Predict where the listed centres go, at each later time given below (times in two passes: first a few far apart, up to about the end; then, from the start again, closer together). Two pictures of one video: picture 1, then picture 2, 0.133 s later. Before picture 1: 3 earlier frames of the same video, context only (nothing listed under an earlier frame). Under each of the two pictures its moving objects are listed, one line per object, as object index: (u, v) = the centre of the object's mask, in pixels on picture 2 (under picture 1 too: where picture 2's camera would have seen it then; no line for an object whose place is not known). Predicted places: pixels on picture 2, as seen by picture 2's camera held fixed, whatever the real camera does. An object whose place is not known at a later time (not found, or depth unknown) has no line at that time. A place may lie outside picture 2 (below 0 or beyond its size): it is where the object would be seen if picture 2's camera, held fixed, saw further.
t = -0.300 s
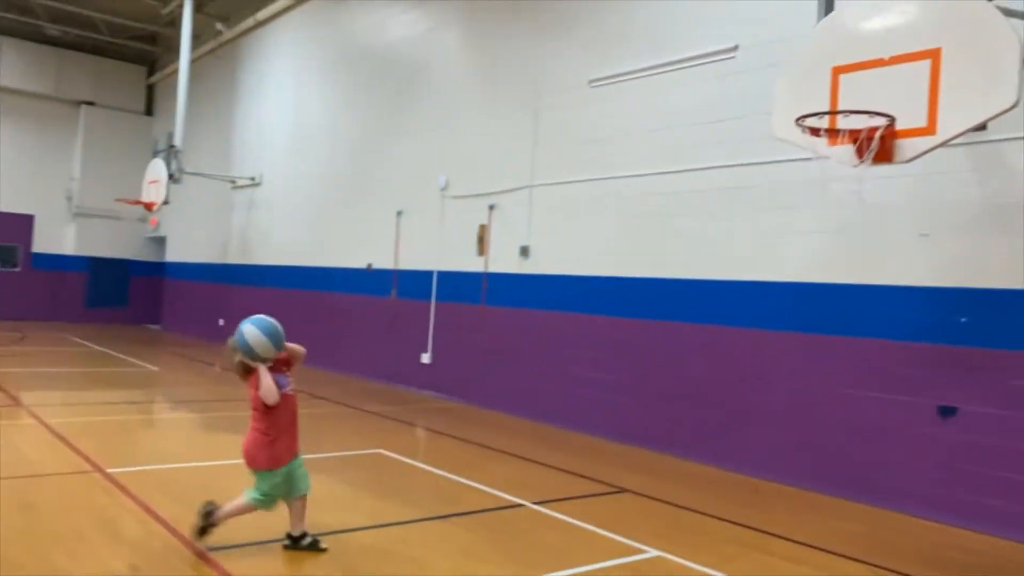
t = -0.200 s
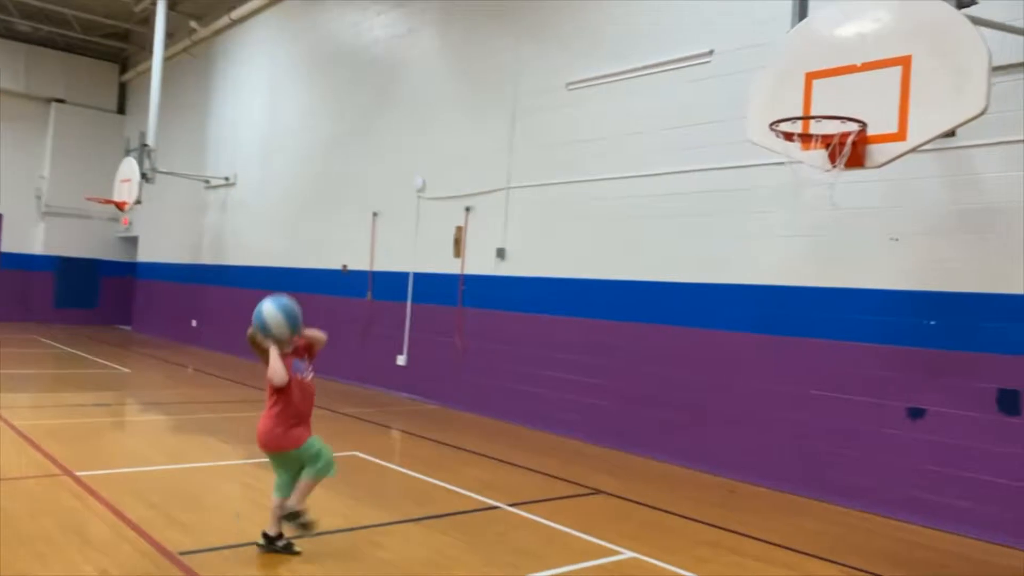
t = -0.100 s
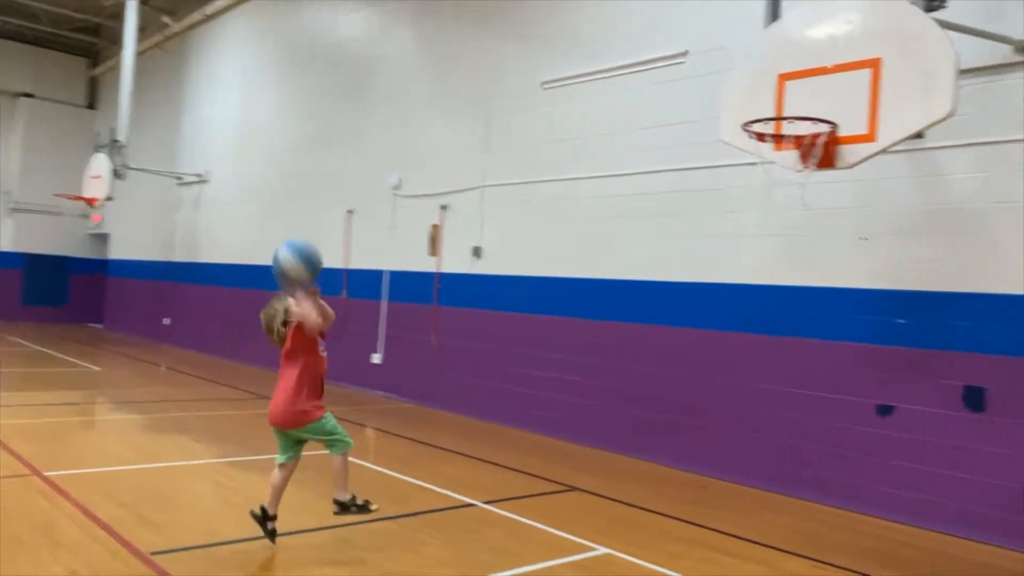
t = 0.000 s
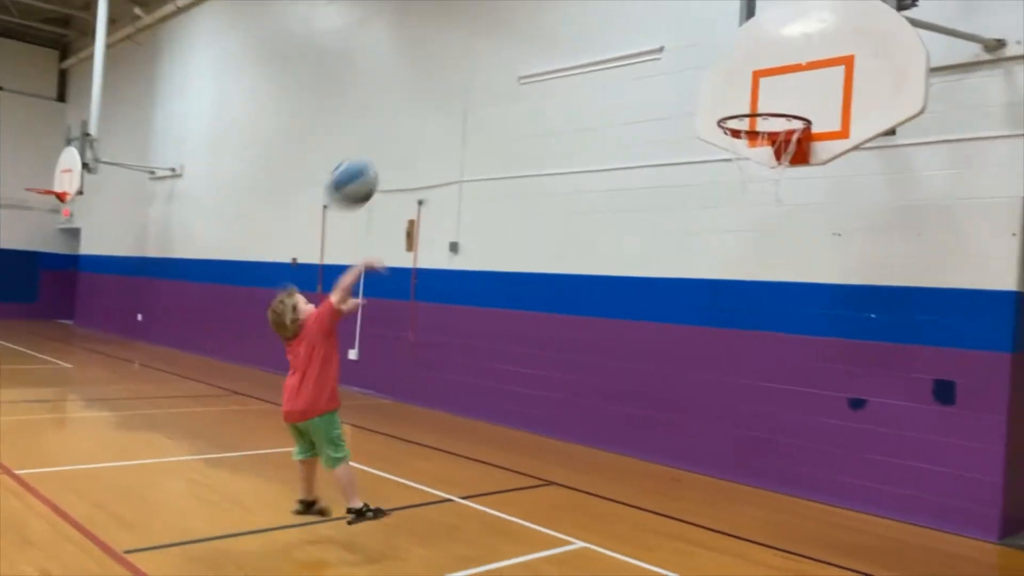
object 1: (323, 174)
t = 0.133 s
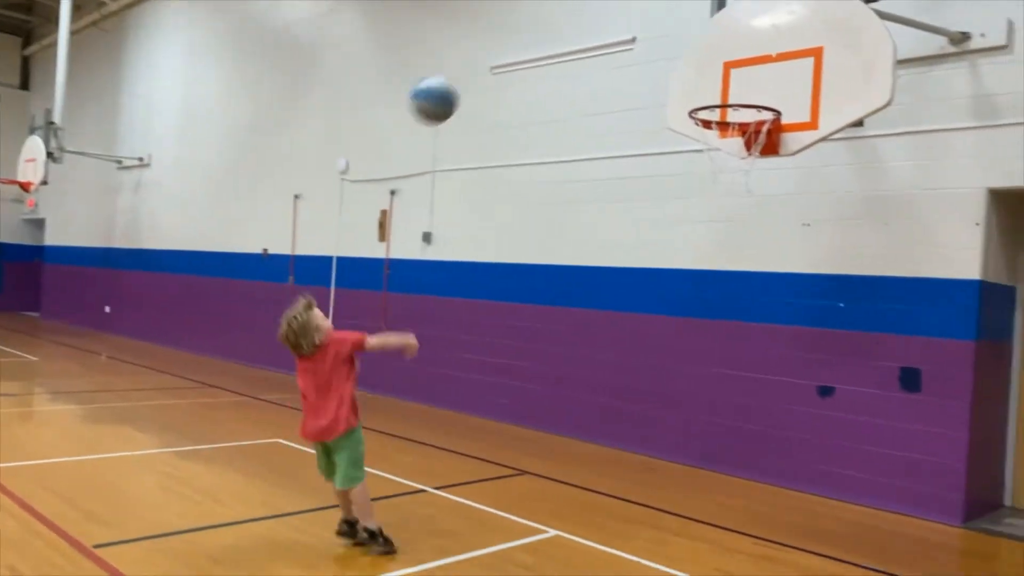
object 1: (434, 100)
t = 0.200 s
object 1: (486, 77)
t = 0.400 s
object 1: (628, 62)
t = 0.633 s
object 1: (747, 135)
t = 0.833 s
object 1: (685, 253)
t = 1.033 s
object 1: (619, 440)
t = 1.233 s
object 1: (565, 432)
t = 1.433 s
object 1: (521, 291)
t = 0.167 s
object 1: (460, 87)
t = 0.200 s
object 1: (486, 77)
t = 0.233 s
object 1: (511, 69)
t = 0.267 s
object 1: (535, 64)
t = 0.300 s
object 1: (559, 61)
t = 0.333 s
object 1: (582, 59)
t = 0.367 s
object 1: (606, 60)
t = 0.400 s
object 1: (628, 62)
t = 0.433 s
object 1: (649, 68)
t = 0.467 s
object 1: (671, 75)
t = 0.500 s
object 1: (692, 83)
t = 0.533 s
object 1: (714, 93)
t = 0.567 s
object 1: (734, 106)
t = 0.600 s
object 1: (752, 120)
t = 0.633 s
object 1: (747, 135)
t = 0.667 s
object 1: (737, 152)
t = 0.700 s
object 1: (725, 169)
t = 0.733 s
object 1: (715, 187)
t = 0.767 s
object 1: (705, 207)
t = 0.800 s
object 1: (695, 229)
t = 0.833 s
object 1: (685, 253)
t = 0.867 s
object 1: (674, 281)
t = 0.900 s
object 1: (663, 307)
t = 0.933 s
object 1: (652, 338)
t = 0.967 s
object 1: (641, 370)
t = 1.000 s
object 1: (630, 405)
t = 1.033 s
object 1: (619, 440)
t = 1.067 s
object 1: (607, 480)
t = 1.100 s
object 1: (596, 523)
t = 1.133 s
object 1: (585, 528)
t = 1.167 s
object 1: (579, 495)
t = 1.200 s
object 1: (571, 462)
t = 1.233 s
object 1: (565, 432)
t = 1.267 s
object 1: (557, 405)
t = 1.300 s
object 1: (550, 377)
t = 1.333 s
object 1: (542, 353)
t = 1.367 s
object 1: (534, 332)
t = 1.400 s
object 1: (527, 311)
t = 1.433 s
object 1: (521, 291)
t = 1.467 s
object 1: (514, 276)
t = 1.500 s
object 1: (505, 261)
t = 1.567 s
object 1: (488, 238)
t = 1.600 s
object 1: (479, 227)
